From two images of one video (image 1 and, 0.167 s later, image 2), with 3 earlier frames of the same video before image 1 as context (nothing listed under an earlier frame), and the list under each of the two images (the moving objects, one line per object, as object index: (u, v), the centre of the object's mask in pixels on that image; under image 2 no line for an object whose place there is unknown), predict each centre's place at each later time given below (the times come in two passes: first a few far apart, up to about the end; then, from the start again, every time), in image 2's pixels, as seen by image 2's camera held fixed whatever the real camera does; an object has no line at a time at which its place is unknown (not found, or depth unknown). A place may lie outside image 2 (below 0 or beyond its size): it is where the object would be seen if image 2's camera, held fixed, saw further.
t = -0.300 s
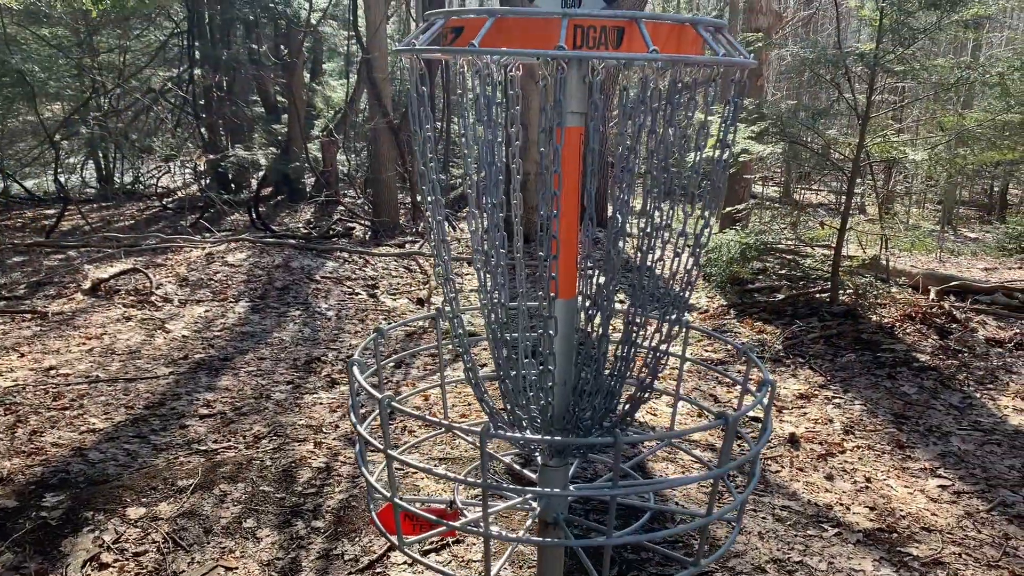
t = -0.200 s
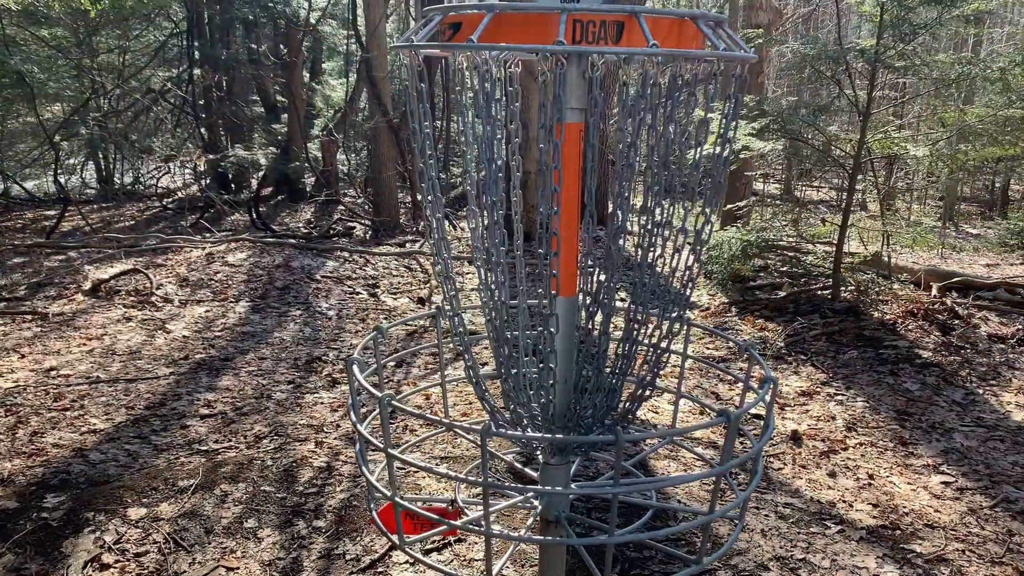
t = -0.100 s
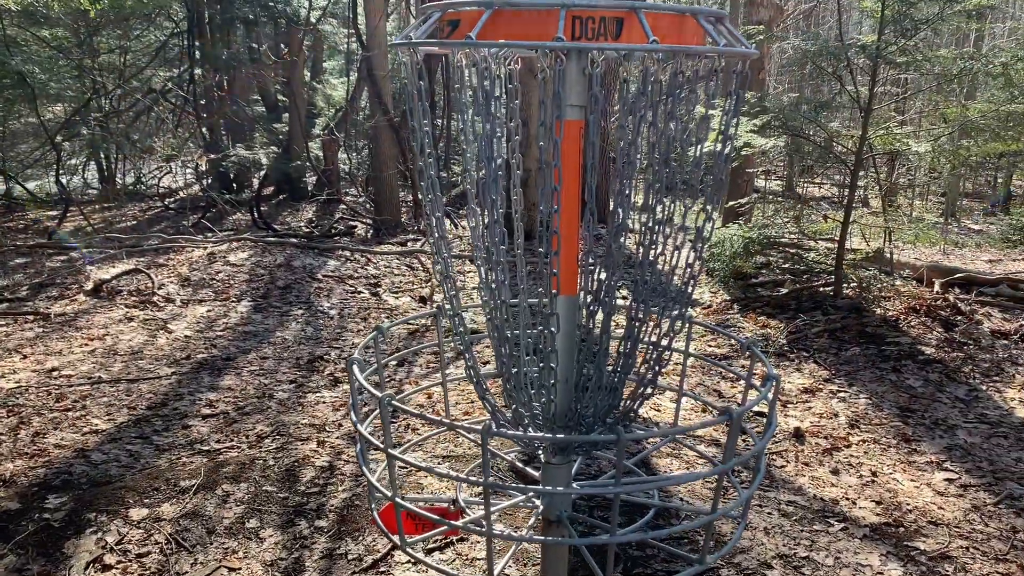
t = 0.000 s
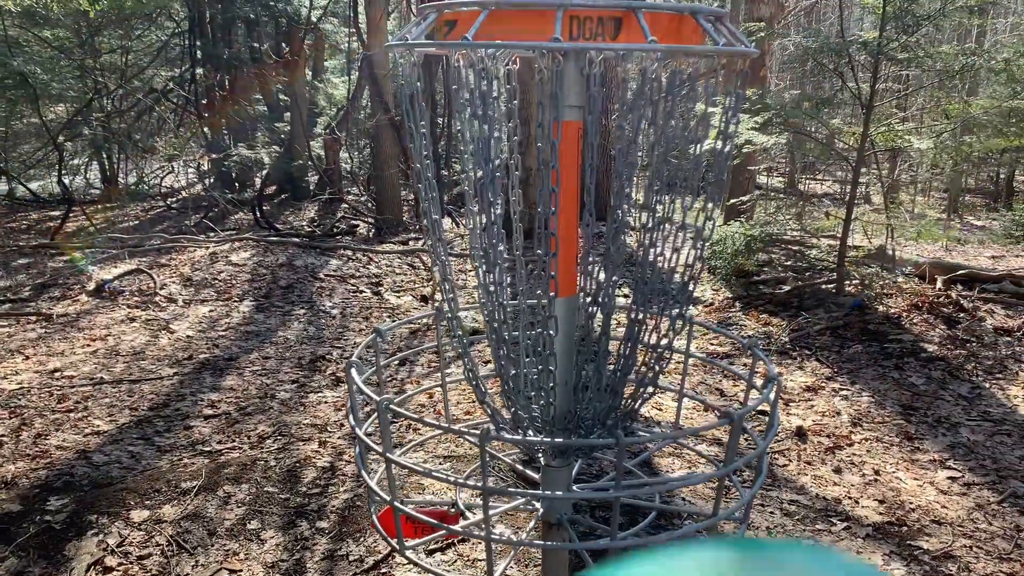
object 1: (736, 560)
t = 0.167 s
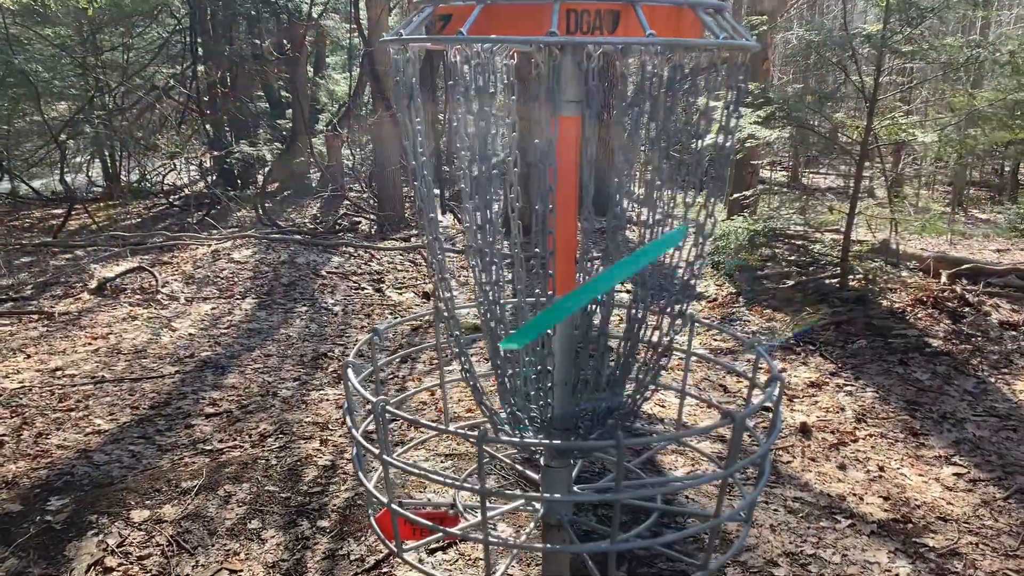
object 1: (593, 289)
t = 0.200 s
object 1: (583, 284)
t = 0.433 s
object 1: (556, 384)
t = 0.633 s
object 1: (572, 494)
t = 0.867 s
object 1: (555, 531)
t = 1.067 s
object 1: (556, 531)
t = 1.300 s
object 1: (555, 531)
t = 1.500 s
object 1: (554, 531)
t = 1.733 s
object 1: (554, 531)
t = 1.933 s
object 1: (553, 531)
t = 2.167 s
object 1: (553, 531)
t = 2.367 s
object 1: (554, 531)
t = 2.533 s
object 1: (554, 532)
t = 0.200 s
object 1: (583, 284)
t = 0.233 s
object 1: (576, 290)
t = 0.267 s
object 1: (571, 304)
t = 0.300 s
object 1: (567, 317)
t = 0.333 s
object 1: (562, 333)
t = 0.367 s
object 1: (559, 348)
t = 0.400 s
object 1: (558, 366)
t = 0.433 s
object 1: (556, 384)
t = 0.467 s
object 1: (556, 410)
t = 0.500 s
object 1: (556, 439)
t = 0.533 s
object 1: (563, 455)
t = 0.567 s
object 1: (567, 464)
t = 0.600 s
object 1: (574, 483)
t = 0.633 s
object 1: (572, 494)
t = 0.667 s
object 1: (571, 514)
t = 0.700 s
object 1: (567, 527)
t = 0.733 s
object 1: (554, 525)
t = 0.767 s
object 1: (553, 524)
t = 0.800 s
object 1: (552, 524)
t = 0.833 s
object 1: (554, 531)
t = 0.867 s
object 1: (555, 531)
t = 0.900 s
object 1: (555, 530)
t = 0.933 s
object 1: (556, 533)
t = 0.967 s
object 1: (556, 532)
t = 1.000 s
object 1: (556, 531)
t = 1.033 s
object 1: (556, 530)
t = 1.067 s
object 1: (556, 531)
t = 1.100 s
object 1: (556, 532)
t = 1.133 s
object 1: (556, 531)
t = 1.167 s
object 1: (556, 531)
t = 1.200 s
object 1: (556, 532)
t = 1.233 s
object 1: (556, 532)
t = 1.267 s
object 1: (555, 531)
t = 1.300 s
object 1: (555, 531)
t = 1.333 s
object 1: (555, 531)
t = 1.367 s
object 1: (555, 532)
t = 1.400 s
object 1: (554, 531)
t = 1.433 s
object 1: (554, 531)
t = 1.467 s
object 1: (554, 531)
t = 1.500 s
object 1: (554, 531)
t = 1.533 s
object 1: (554, 531)
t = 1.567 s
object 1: (554, 531)
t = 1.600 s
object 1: (554, 531)
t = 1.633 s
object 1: (554, 532)
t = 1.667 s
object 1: (554, 531)
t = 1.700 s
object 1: (554, 531)
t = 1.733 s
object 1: (554, 531)
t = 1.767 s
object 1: (553, 531)
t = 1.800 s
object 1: (553, 531)
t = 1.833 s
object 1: (553, 531)
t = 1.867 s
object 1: (553, 530)
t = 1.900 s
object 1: (553, 531)
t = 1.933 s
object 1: (553, 531)
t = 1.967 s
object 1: (553, 530)
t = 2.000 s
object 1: (553, 531)
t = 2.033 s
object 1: (553, 531)
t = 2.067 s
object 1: (553, 531)
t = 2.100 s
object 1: (553, 531)
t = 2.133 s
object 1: (553, 531)
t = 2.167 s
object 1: (553, 531)
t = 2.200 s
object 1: (553, 531)
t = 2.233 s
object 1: (553, 531)
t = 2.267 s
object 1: (553, 531)
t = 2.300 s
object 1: (553, 531)
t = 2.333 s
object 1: (554, 531)
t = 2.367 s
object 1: (554, 531)
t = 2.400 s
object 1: (554, 531)
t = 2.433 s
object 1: (554, 531)
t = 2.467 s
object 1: (554, 531)
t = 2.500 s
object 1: (554, 531)
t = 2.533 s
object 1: (554, 532)
